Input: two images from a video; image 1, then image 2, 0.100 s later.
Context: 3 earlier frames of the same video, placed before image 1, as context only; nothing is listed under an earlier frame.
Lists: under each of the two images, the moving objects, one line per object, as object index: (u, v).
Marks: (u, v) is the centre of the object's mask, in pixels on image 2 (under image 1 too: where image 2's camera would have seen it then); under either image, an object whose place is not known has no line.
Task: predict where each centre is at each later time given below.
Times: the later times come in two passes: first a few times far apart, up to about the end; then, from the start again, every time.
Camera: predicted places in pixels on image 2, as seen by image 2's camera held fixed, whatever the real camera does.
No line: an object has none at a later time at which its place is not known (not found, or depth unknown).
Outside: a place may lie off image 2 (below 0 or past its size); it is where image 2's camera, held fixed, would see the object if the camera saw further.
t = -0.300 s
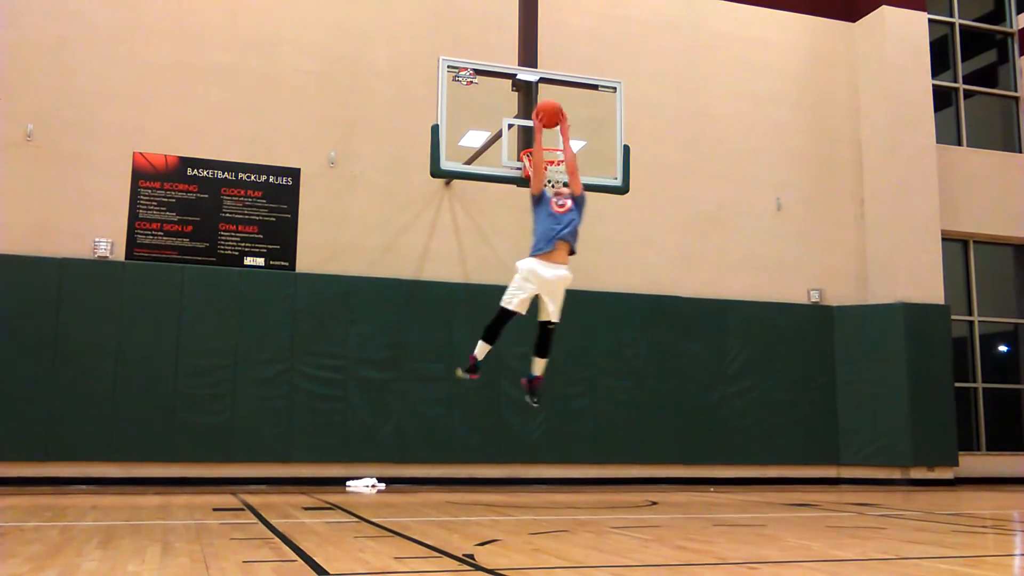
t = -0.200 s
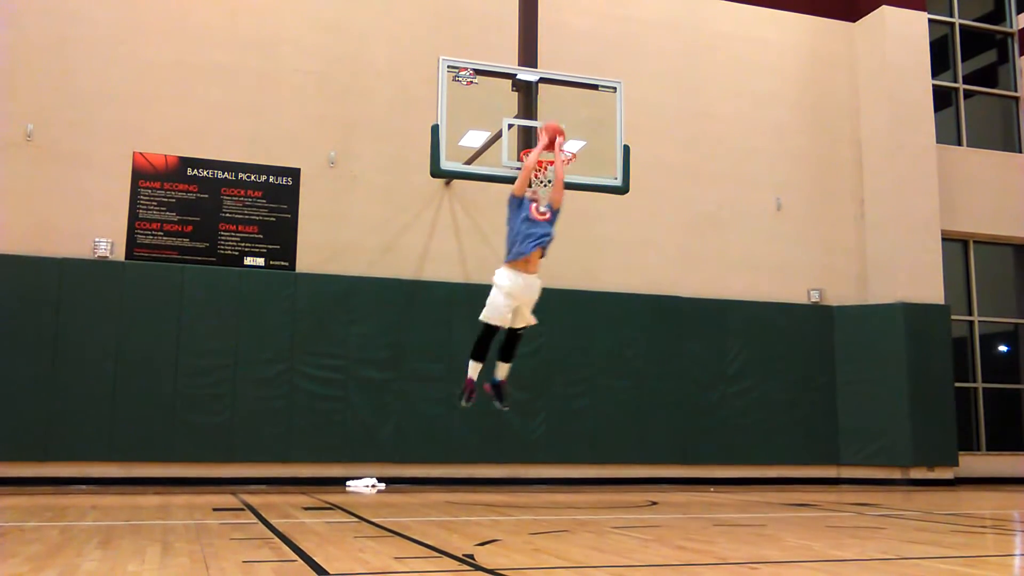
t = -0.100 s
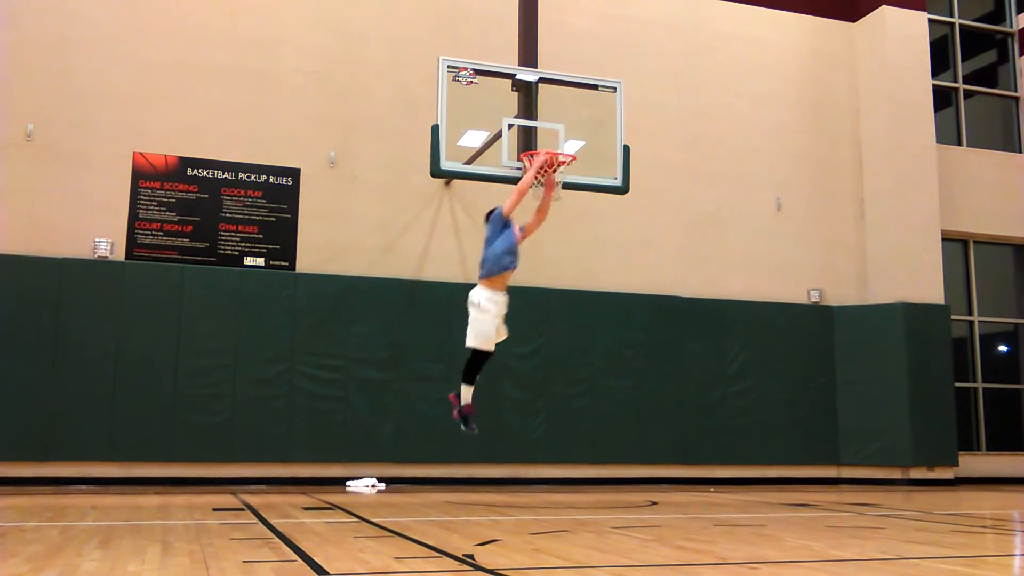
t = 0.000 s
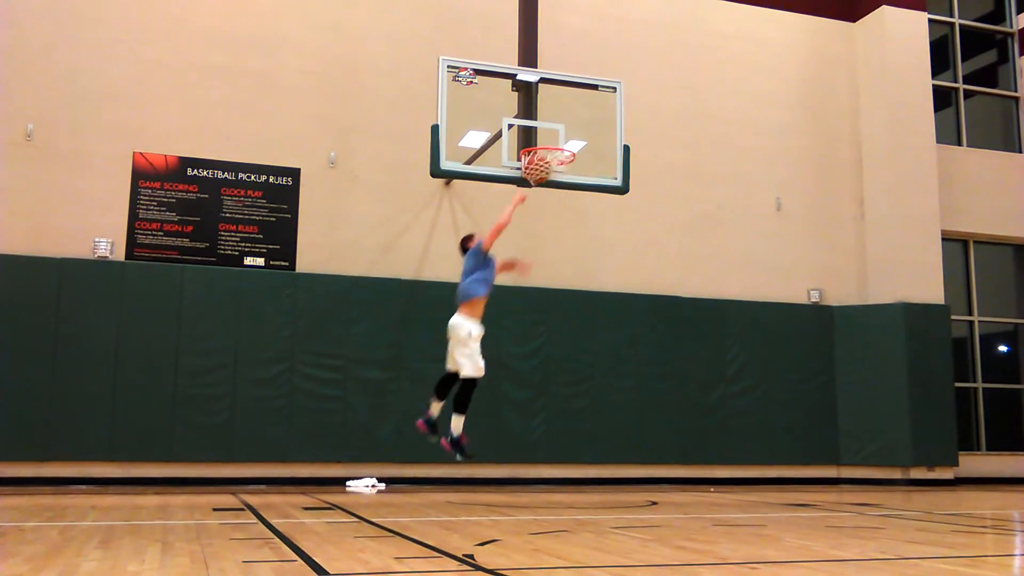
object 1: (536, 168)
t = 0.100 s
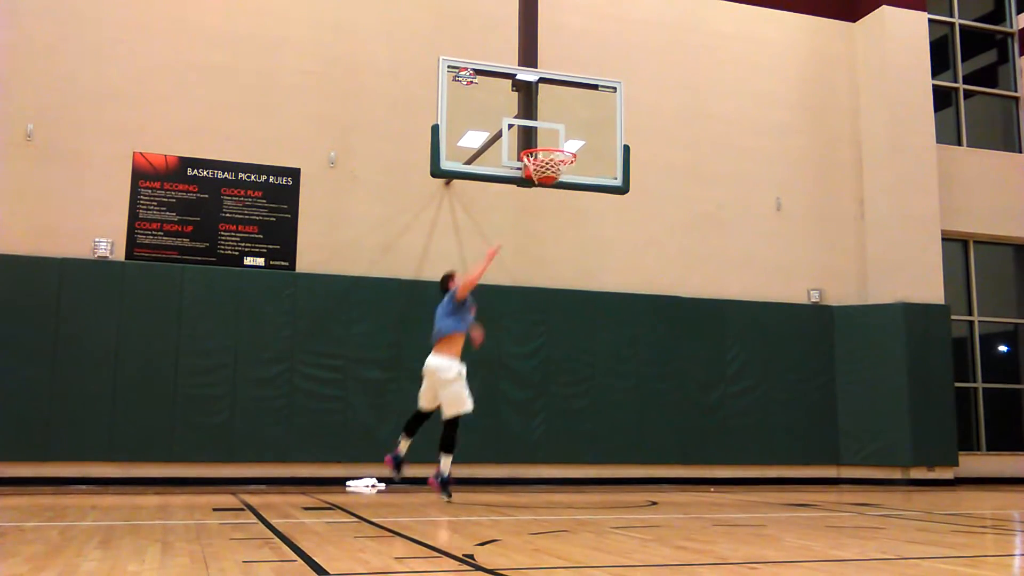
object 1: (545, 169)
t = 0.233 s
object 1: (556, 185)
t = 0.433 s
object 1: (544, 206)
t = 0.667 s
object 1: (527, 278)
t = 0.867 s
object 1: (512, 387)
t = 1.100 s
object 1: (496, 431)
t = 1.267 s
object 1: (485, 364)
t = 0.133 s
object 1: (548, 173)
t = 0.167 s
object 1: (552, 177)
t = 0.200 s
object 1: (554, 182)
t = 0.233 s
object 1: (556, 185)
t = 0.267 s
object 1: (556, 188)
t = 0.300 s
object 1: (555, 192)
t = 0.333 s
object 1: (552, 194)
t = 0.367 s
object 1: (549, 200)
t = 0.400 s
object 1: (547, 202)
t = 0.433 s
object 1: (544, 206)
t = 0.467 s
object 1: (542, 213)
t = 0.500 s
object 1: (539, 220)
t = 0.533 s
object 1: (537, 229)
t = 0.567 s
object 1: (534, 239)
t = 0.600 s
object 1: (532, 250)
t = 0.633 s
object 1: (530, 264)
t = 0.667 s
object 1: (527, 278)
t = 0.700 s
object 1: (524, 293)
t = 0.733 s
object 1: (522, 309)
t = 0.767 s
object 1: (520, 327)
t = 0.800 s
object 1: (517, 346)
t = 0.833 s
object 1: (515, 366)
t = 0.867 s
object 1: (512, 387)
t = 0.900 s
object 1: (509, 411)
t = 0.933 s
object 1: (507, 435)
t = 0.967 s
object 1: (505, 460)
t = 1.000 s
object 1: (502, 485)
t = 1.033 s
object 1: (500, 467)
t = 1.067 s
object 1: (498, 448)
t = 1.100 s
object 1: (496, 431)
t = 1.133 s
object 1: (494, 416)
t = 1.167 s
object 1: (491, 401)
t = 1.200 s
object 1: (489, 387)
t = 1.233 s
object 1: (488, 375)
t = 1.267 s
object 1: (485, 364)
